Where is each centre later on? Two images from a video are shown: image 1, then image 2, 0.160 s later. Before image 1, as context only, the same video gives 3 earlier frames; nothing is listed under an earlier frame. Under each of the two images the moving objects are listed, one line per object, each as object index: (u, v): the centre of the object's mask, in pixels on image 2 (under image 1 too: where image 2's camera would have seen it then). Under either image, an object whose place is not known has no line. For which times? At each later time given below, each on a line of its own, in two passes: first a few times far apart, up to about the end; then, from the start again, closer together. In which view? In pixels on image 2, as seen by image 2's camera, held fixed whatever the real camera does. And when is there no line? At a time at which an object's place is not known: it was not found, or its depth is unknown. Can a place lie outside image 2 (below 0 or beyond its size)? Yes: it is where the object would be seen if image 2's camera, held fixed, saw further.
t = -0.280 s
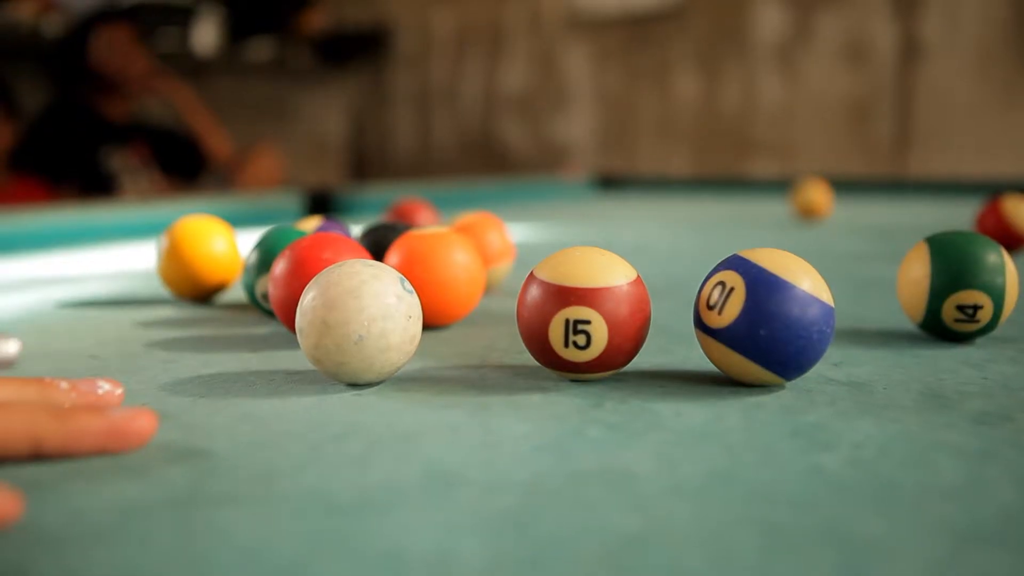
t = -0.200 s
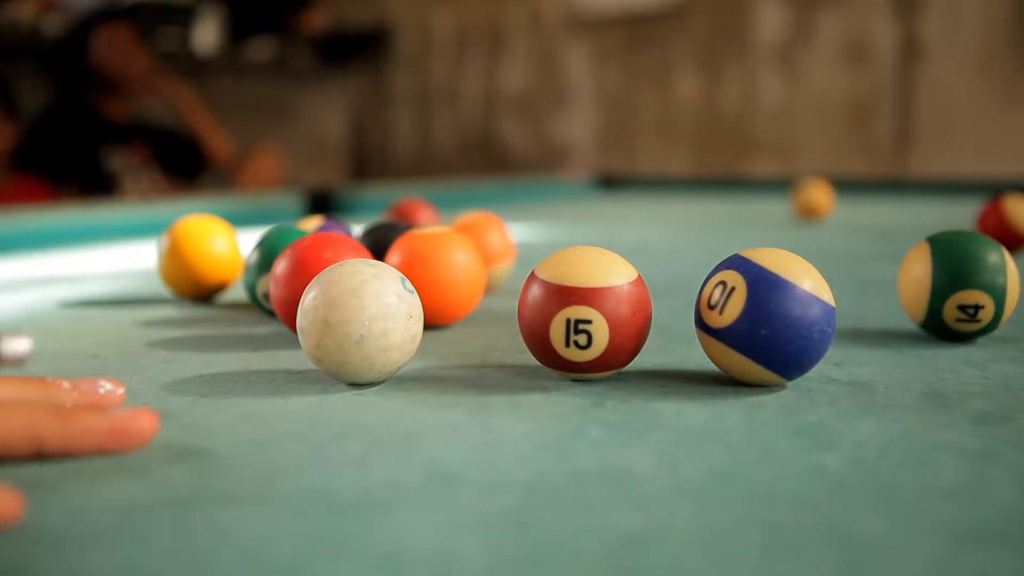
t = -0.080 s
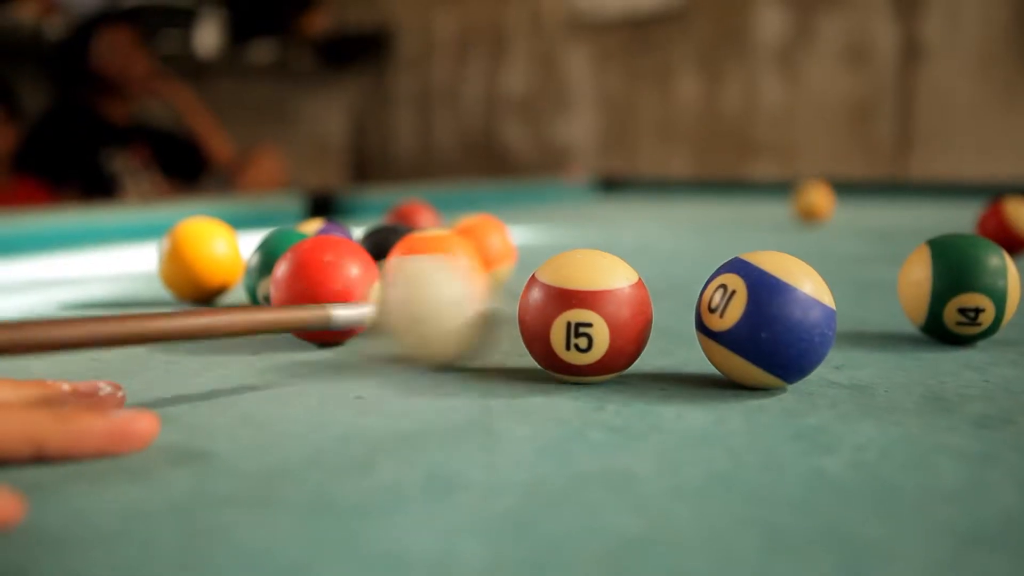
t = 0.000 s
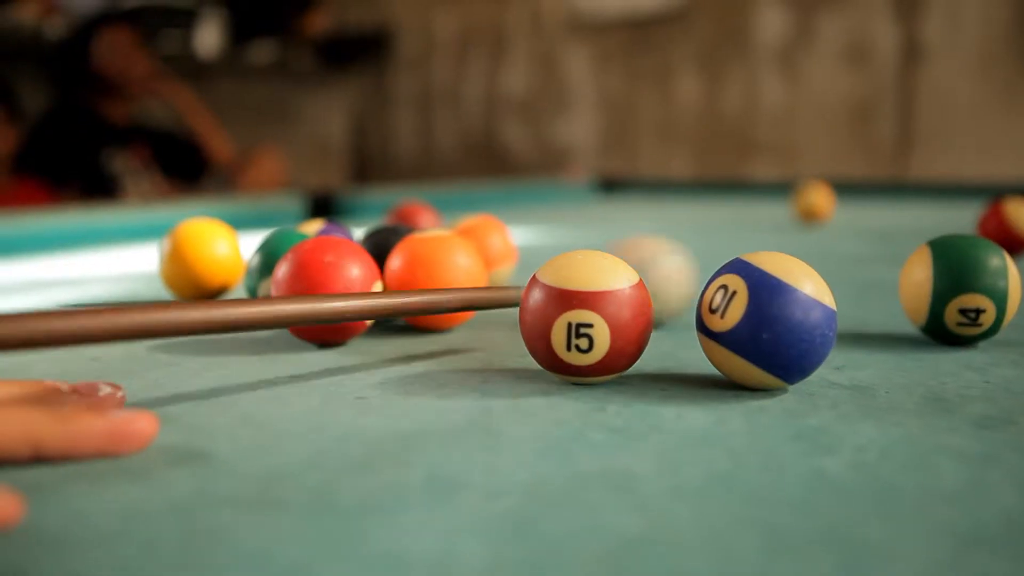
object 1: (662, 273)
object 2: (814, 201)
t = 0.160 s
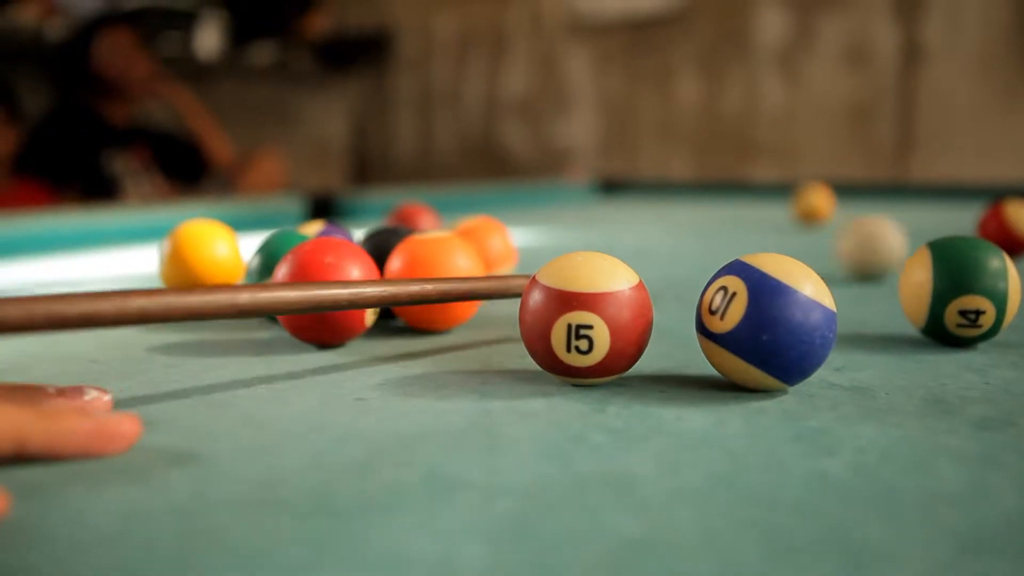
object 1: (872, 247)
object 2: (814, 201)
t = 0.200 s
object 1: (904, 236)
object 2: (813, 201)
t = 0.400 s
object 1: (923, 222)
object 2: (814, 201)
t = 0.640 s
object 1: (880, 212)
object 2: (814, 201)
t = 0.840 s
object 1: (857, 206)
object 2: (814, 201)
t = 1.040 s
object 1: (865, 204)
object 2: (796, 200)
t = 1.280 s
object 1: (889, 202)
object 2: (772, 199)
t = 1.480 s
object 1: (909, 199)
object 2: (757, 199)
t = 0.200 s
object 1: (904, 236)
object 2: (813, 201)
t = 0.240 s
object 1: (940, 226)
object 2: (813, 201)
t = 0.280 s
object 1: (964, 222)
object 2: (814, 201)
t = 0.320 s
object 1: (944, 222)
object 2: (814, 201)
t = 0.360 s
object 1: (932, 223)
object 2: (814, 201)
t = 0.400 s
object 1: (923, 222)
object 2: (814, 201)
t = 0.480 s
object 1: (907, 221)
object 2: (814, 201)
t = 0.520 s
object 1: (900, 218)
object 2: (814, 201)
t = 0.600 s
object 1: (888, 214)
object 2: (814, 202)
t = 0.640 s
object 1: (880, 212)
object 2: (814, 201)
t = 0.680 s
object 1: (875, 211)
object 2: (814, 201)
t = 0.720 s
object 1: (870, 210)
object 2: (814, 201)
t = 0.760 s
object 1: (865, 209)
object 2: (814, 201)
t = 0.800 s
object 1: (861, 208)
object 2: (814, 202)
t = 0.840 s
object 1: (857, 206)
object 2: (814, 201)
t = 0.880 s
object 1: (853, 205)
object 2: (813, 201)
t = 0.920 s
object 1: (852, 205)
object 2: (810, 200)
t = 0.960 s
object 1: (857, 205)
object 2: (805, 201)
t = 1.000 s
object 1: (860, 204)
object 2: (800, 200)
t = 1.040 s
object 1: (865, 204)
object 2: (796, 200)
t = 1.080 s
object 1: (869, 204)
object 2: (791, 199)
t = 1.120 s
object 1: (874, 203)
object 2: (787, 200)
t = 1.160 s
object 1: (878, 203)
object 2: (783, 200)
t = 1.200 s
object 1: (881, 203)
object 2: (779, 200)
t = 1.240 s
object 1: (886, 202)
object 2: (775, 200)
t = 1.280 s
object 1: (889, 202)
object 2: (772, 199)
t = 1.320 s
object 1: (894, 201)
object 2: (769, 200)
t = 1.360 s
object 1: (898, 200)
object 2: (766, 199)
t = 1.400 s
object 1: (902, 200)
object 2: (762, 199)
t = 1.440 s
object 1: (906, 200)
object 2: (759, 199)
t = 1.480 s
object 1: (909, 199)
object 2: (757, 199)
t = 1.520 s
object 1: (913, 199)
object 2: (755, 199)
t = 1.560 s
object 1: (916, 198)
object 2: (752, 198)
